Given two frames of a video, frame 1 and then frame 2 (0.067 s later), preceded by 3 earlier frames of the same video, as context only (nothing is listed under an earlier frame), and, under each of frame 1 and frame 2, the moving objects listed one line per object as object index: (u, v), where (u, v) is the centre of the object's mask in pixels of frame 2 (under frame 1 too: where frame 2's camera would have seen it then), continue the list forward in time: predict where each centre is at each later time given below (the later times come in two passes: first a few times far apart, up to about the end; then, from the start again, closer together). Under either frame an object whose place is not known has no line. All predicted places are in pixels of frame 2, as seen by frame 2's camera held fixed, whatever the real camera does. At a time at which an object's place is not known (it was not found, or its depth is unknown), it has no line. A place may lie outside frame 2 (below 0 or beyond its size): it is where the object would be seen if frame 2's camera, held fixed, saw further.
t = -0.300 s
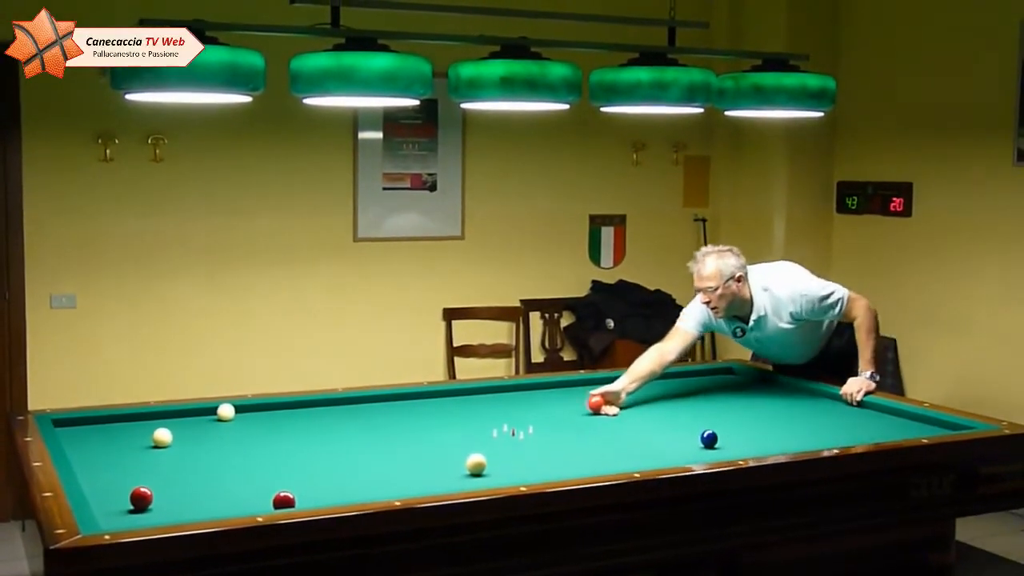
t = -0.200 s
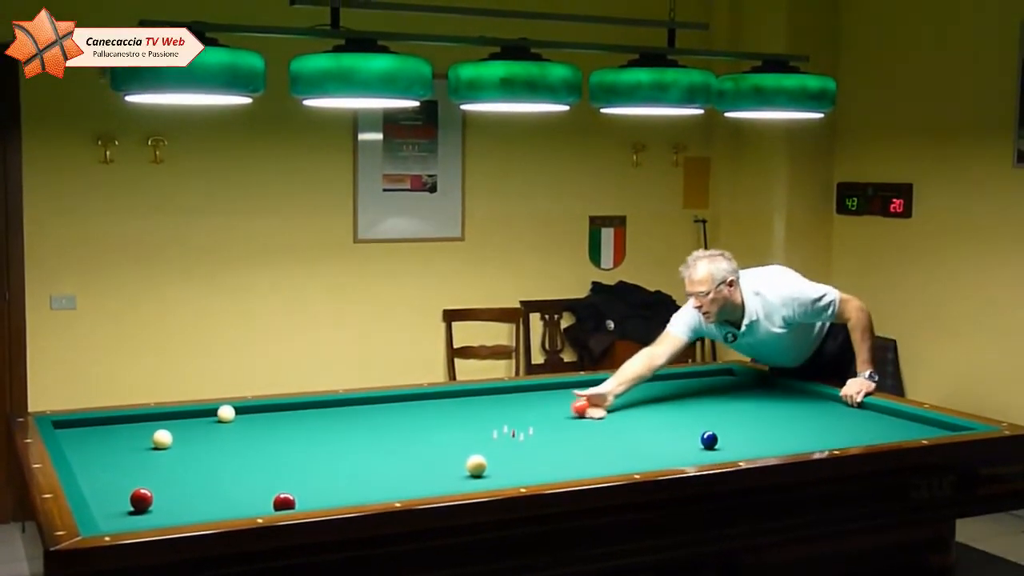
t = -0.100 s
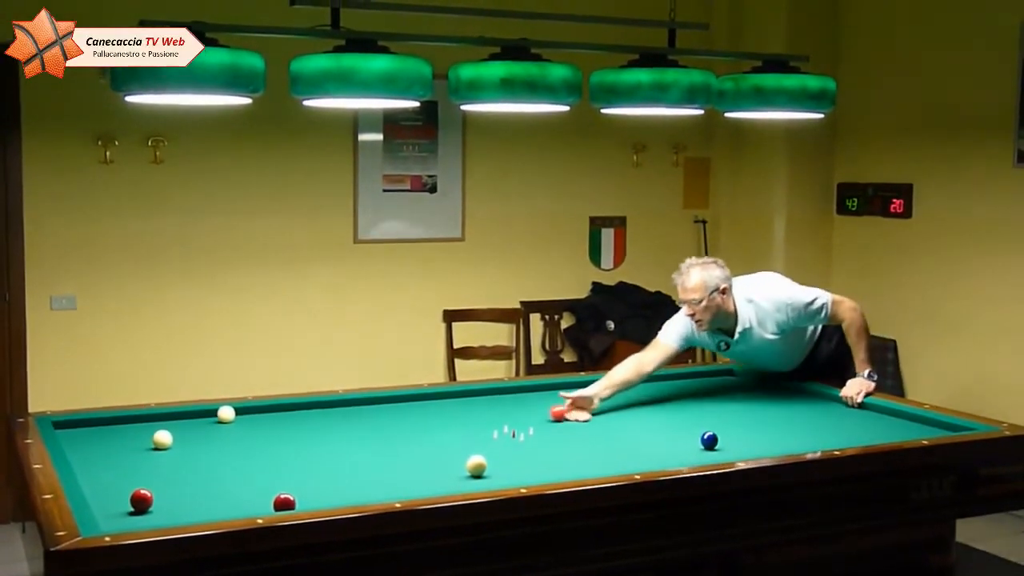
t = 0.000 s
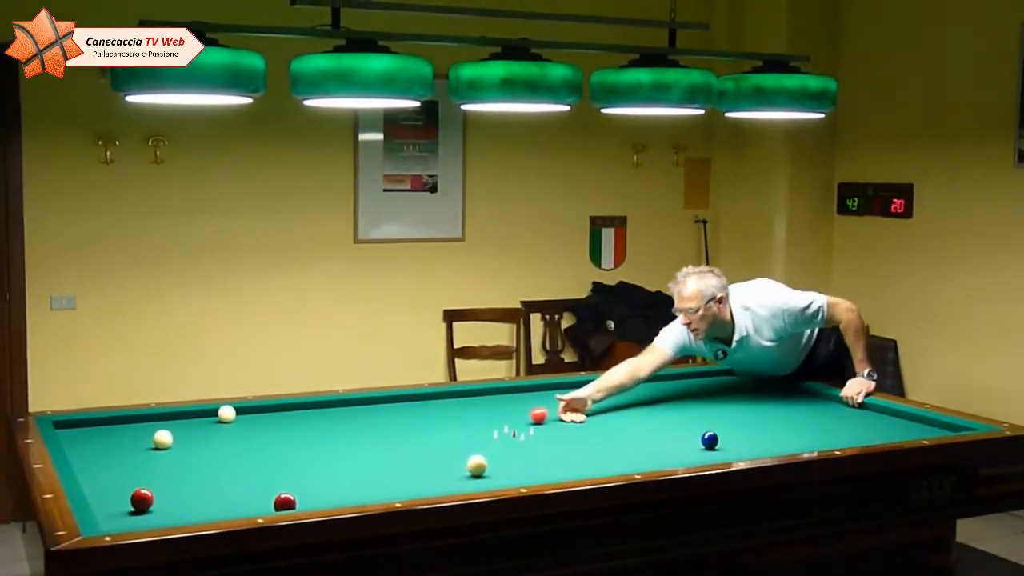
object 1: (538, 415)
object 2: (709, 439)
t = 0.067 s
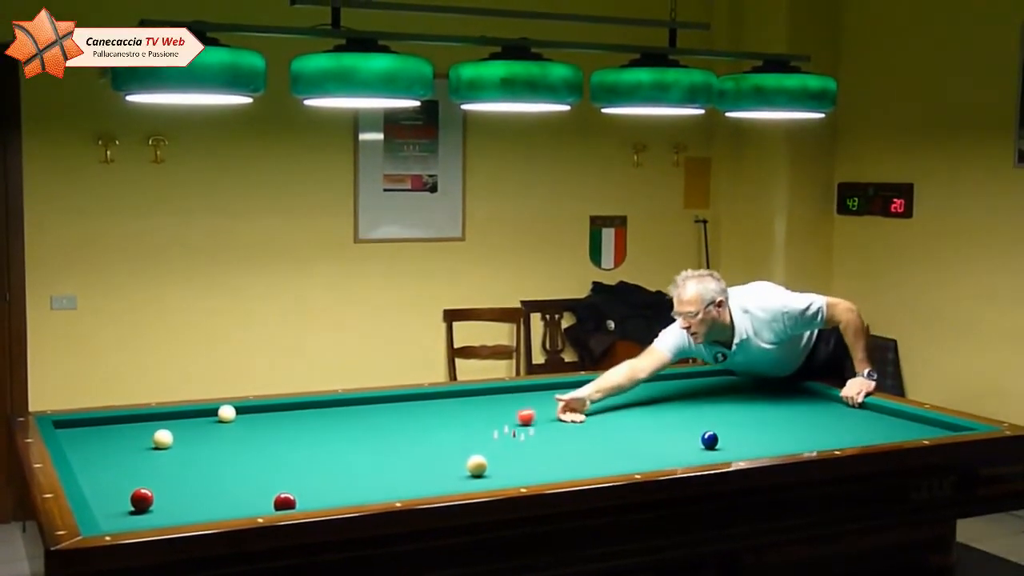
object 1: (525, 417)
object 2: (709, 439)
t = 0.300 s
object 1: (480, 423)
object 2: (710, 440)
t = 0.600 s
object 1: (419, 430)
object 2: (710, 439)
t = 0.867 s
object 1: (363, 438)
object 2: (710, 439)
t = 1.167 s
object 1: (297, 446)
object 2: (710, 439)
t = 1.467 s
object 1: (228, 455)
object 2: (710, 439)
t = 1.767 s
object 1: (155, 465)
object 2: (710, 439)
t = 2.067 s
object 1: (89, 473)
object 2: (710, 439)
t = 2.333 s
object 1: (134, 471)
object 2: (710, 439)
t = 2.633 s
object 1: (175, 469)
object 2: (710, 439)
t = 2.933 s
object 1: (214, 467)
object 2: (710, 439)
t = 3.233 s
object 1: (252, 464)
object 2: (709, 439)
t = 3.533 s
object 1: (287, 462)
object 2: (710, 439)
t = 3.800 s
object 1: (317, 461)
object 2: (710, 439)
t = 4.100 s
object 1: (349, 459)
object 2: (710, 439)
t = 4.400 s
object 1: (379, 457)
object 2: (710, 439)
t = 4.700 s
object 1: (408, 456)
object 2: (710, 439)
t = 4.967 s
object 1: (433, 454)
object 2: (710, 439)
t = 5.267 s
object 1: (459, 453)
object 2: (710, 439)
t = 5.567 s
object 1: (485, 450)
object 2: (709, 439)
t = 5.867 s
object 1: (507, 450)
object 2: (709, 440)
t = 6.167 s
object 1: (529, 450)
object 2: (709, 440)
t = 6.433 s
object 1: (548, 448)
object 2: (709, 440)
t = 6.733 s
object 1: (568, 447)
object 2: (709, 440)
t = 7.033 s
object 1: (587, 446)
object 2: (709, 440)
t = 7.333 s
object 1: (605, 445)
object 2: (709, 440)
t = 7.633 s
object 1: (621, 444)
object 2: (709, 440)
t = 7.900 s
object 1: (635, 443)
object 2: (709, 440)
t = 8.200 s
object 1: (650, 443)
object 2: (709, 440)
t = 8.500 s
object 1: (663, 442)
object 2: (709, 440)
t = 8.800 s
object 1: (676, 441)
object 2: (709, 440)
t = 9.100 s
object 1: (686, 440)
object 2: (709, 440)
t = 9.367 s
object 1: (692, 440)
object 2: (713, 440)
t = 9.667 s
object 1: (694, 439)
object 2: (719, 439)
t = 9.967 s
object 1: (695, 439)
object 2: (724, 439)
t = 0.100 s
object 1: (519, 418)
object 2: (710, 439)
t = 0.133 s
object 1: (513, 418)
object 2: (710, 439)
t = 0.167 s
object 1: (506, 419)
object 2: (710, 439)
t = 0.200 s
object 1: (499, 420)
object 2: (710, 439)
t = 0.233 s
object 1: (493, 421)
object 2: (710, 440)
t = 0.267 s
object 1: (486, 422)
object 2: (710, 440)
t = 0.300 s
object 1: (480, 423)
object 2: (710, 440)
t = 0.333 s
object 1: (473, 424)
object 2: (710, 439)
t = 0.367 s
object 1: (467, 424)
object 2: (710, 439)
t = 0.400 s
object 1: (460, 425)
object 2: (710, 440)
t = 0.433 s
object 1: (453, 426)
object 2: (710, 439)
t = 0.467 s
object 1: (447, 427)
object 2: (710, 439)
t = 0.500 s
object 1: (440, 427)
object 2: (709, 439)
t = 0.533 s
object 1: (433, 428)
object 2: (710, 439)
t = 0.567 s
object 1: (426, 429)
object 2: (710, 439)
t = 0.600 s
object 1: (419, 430)
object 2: (710, 439)
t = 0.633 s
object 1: (412, 431)
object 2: (709, 439)
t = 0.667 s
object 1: (405, 432)
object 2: (709, 439)
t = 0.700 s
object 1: (398, 433)
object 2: (710, 439)
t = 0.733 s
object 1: (391, 434)
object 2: (710, 439)
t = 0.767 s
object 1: (384, 435)
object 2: (710, 439)
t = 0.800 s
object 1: (377, 436)
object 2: (710, 439)
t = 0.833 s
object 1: (370, 437)
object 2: (710, 439)
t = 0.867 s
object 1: (363, 438)
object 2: (710, 439)
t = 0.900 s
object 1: (356, 439)
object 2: (710, 439)
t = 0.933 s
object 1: (348, 440)
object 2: (710, 439)
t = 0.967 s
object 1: (341, 440)
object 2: (710, 439)
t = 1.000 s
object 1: (334, 442)
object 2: (710, 439)
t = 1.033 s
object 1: (327, 442)
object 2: (710, 439)
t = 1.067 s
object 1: (319, 443)
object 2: (710, 439)
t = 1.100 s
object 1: (312, 445)
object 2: (710, 439)
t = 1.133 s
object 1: (304, 445)
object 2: (710, 439)
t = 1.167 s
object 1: (297, 446)
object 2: (710, 439)
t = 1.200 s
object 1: (289, 447)
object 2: (710, 439)
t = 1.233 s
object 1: (281, 448)
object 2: (710, 439)
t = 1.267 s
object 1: (274, 449)
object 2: (710, 439)
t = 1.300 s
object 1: (266, 450)
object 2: (710, 439)
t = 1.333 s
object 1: (259, 451)
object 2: (710, 439)
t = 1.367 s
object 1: (251, 452)
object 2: (710, 439)
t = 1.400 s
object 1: (243, 453)
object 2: (710, 439)
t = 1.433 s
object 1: (235, 454)
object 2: (710, 439)
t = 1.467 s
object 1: (228, 455)
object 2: (710, 439)
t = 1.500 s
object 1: (219, 457)
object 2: (710, 439)
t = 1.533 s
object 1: (212, 458)
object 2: (710, 439)
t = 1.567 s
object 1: (204, 459)
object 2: (710, 439)
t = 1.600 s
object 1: (195, 459)
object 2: (710, 439)
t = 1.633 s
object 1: (187, 460)
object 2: (710, 439)
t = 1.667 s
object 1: (179, 462)
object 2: (710, 439)
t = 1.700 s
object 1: (171, 462)
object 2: (710, 439)
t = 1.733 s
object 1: (163, 464)
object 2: (710, 439)
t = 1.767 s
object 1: (155, 465)
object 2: (710, 439)
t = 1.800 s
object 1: (146, 465)
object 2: (710, 439)
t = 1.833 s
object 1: (138, 467)
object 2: (710, 439)
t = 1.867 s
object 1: (129, 468)
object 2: (710, 439)
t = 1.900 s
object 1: (121, 469)
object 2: (710, 439)
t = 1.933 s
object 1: (112, 470)
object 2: (710, 439)
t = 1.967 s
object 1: (104, 471)
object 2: (710, 439)
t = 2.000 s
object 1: (94, 472)
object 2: (710, 439)
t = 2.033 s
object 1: (87, 473)
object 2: (710, 439)
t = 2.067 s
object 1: (89, 473)
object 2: (710, 439)
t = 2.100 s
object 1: (96, 473)
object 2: (710, 439)
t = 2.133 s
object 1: (103, 473)
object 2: (710, 439)
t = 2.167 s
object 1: (109, 472)
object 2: (710, 439)
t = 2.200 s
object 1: (115, 472)
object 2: (710, 439)
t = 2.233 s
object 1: (120, 472)
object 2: (710, 439)
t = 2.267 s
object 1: (125, 472)
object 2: (710, 439)
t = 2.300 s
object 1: (130, 471)
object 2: (710, 439)
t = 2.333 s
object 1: (134, 471)
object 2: (710, 439)
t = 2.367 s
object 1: (139, 471)
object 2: (710, 439)
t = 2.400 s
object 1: (144, 471)
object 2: (710, 439)
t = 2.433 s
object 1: (148, 471)
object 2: (710, 439)
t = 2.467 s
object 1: (153, 470)
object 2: (710, 439)
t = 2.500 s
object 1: (157, 470)
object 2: (710, 439)
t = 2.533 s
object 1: (161, 470)
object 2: (710, 439)
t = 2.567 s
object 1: (166, 469)
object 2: (710, 439)
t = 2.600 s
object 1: (171, 469)
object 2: (710, 439)
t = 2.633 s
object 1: (175, 469)
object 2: (710, 439)
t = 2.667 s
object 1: (179, 469)
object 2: (710, 439)
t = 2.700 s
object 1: (184, 468)
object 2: (710, 439)
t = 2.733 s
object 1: (188, 468)
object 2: (710, 439)
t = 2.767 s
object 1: (193, 468)
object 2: (710, 439)
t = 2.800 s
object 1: (197, 468)
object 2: (710, 439)
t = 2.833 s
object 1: (201, 467)
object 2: (710, 439)
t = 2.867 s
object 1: (206, 467)
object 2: (710, 439)
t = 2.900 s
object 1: (210, 467)
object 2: (710, 439)
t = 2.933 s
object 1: (214, 467)
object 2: (710, 439)
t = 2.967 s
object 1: (219, 466)
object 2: (710, 439)
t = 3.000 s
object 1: (223, 466)
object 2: (710, 439)
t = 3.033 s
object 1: (227, 466)
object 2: (710, 439)
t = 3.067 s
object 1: (231, 465)
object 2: (710, 439)
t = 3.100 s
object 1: (235, 465)
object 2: (710, 439)
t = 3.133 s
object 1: (239, 465)
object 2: (710, 439)
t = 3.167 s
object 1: (243, 465)
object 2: (710, 439)
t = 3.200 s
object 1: (247, 464)
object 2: (710, 439)
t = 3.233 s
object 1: (252, 464)
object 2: (709, 439)
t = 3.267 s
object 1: (256, 464)
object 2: (710, 439)
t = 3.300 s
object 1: (260, 464)
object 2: (710, 439)
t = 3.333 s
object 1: (263, 463)
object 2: (710, 439)
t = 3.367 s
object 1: (268, 463)
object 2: (710, 439)
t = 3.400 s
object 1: (271, 463)
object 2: (710, 439)
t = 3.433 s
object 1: (275, 462)
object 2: (710, 439)
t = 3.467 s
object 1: (279, 462)
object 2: (710, 439)
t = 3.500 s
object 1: (283, 462)
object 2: (710, 439)
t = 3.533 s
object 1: (287, 462)
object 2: (710, 439)
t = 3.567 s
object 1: (291, 462)
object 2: (710, 439)
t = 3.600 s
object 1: (295, 461)
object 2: (710, 439)
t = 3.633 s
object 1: (299, 461)
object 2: (710, 439)
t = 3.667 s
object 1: (302, 461)
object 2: (710, 439)
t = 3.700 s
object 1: (306, 461)
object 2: (710, 439)
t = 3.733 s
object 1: (309, 461)
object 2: (710, 439)
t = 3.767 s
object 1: (313, 461)
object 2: (710, 439)
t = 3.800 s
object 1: (317, 461)
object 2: (710, 439)
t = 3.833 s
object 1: (321, 460)
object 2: (710, 439)
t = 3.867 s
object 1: (324, 460)
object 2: (710, 439)
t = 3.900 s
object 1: (328, 460)
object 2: (710, 439)
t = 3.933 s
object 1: (331, 460)
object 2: (710, 439)
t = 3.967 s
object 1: (335, 460)
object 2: (710, 439)
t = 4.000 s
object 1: (338, 460)
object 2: (710, 439)
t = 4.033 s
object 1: (342, 459)
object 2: (710, 439)
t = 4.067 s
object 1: (345, 459)
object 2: (710, 439)
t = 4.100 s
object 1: (349, 459)
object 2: (710, 439)
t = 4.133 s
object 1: (352, 459)
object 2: (710, 439)
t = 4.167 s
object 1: (355, 458)
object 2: (710, 439)
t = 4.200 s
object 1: (359, 458)
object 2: (710, 439)
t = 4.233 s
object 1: (362, 458)
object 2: (710, 439)
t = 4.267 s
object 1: (366, 458)
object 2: (710, 439)
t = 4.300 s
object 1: (369, 458)
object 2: (710, 439)
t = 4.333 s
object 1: (372, 458)
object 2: (710, 439)
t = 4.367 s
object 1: (376, 457)
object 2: (710, 439)
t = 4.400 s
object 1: (379, 457)
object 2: (710, 439)
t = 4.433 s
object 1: (382, 457)
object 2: (710, 439)
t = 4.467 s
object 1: (385, 457)
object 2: (710, 439)
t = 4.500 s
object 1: (389, 457)
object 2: (710, 439)
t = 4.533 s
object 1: (392, 456)
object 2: (710, 439)
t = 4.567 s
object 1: (395, 456)
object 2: (710, 439)
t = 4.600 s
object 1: (398, 456)
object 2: (710, 439)
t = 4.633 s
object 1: (401, 456)
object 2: (710, 439)
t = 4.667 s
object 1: (405, 456)
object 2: (710, 439)
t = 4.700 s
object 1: (408, 456)
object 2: (710, 439)
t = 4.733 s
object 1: (411, 455)
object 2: (710, 439)
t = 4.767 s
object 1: (414, 455)
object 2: (710, 439)
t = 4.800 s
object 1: (418, 455)
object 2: (710, 439)
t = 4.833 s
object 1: (421, 455)
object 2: (710, 439)
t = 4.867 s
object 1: (424, 455)
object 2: (710, 439)
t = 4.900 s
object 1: (426, 455)
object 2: (710, 439)
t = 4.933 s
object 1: (430, 454)
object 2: (710, 439)
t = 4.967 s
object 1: (433, 454)
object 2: (710, 439)
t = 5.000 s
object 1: (435, 454)
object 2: (710, 439)
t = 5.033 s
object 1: (439, 454)
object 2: (710, 439)
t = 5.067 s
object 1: (441, 454)
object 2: (710, 439)
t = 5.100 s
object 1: (445, 454)
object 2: (710, 439)
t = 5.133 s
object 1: (447, 454)
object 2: (710, 439)
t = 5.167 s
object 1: (450, 454)
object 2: (709, 440)
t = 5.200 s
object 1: (453, 453)
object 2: (710, 439)
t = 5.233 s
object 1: (456, 453)
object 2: (709, 439)
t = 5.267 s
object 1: (459, 453)
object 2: (710, 439)
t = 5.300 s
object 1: (461, 452)
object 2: (710, 440)
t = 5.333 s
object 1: (464, 452)
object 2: (709, 439)
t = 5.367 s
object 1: (467, 451)
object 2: (709, 439)
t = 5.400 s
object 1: (469, 450)
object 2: (709, 439)
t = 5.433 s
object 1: (472, 449)
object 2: (709, 439)
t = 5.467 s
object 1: (476, 449)
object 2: (709, 439)
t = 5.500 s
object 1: (479, 449)
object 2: (709, 440)
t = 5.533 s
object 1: (482, 449)
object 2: (709, 439)
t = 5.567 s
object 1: (485, 450)
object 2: (709, 439)
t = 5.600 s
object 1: (487, 450)
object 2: (709, 439)
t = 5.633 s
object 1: (490, 451)
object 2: (709, 439)
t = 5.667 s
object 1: (492, 451)
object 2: (709, 439)
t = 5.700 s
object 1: (494, 451)
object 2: (709, 440)
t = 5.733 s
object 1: (497, 451)
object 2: (709, 439)
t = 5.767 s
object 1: (499, 451)
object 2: (709, 440)
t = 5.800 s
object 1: (502, 451)
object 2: (709, 440)
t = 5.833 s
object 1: (504, 451)
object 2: (709, 440)
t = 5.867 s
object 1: (507, 450)
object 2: (709, 440)
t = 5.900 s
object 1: (510, 451)
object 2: (709, 440)
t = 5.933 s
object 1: (512, 451)
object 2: (709, 440)
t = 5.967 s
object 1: (515, 450)
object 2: (709, 440)
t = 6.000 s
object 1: (517, 450)
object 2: (709, 440)
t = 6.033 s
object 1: (520, 450)
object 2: (709, 440)
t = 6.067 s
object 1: (522, 450)
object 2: (709, 440)
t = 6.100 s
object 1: (525, 450)
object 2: (709, 440)
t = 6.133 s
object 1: (527, 450)
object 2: (709, 440)
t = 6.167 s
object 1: (529, 450)
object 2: (709, 440)
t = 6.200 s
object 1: (532, 450)
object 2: (709, 440)
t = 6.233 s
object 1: (534, 449)
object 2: (709, 440)
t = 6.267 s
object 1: (537, 449)
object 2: (709, 440)
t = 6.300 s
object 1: (539, 449)
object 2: (709, 440)
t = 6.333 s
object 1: (541, 449)
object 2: (709, 440)
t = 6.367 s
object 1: (543, 449)
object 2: (709, 440)
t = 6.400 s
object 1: (546, 449)
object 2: (709, 440)
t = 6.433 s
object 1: (548, 448)
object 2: (709, 440)
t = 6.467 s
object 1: (550, 448)
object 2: (709, 440)
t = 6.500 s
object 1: (553, 448)
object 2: (709, 440)
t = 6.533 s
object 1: (555, 448)
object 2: (709, 440)
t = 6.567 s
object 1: (557, 448)
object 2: (709, 440)
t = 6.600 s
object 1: (560, 448)
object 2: (709, 440)
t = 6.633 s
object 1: (562, 448)
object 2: (709, 440)
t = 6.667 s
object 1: (564, 448)
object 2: (709, 440)
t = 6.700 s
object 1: (566, 447)
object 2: (709, 440)
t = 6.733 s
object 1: (568, 447)
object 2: (709, 440)
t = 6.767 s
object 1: (570, 447)
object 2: (709, 440)
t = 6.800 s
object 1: (573, 447)
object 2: (709, 440)
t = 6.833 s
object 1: (575, 447)
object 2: (709, 440)
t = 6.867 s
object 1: (577, 447)
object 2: (709, 440)
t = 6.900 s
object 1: (579, 447)
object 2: (709, 440)
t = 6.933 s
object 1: (581, 447)
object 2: (709, 440)
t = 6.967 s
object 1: (583, 446)
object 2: (709, 440)
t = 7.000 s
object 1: (585, 446)
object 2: (709, 440)
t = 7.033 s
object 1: (587, 446)
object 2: (709, 440)
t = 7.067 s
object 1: (589, 446)
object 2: (709, 440)
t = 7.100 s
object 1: (591, 446)
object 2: (709, 440)
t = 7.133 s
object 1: (593, 446)
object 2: (709, 440)
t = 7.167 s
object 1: (595, 446)
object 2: (709, 440)
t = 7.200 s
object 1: (597, 446)
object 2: (709, 440)
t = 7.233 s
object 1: (599, 446)
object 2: (709, 440)
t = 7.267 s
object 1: (601, 445)
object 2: (709, 440)
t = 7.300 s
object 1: (603, 445)
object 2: (709, 440)
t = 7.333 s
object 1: (605, 445)
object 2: (709, 440)
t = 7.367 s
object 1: (607, 445)
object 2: (709, 440)
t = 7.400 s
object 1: (608, 445)
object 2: (709, 440)
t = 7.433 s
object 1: (610, 445)
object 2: (709, 440)
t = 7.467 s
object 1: (612, 445)
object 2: (709, 440)
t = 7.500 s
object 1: (614, 445)
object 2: (709, 440)
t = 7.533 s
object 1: (616, 445)
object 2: (709, 440)
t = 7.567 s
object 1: (618, 444)
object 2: (709, 440)
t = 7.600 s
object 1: (619, 444)
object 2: (709, 440)
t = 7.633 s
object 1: (621, 444)
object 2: (709, 440)
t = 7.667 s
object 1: (623, 444)
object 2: (709, 440)
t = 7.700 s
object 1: (625, 444)
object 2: (709, 440)
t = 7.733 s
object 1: (627, 444)
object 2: (709, 440)
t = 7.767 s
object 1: (628, 444)
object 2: (709, 440)
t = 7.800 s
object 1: (630, 444)
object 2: (709, 440)
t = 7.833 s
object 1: (632, 444)
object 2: (709, 440)
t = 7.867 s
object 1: (634, 443)
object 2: (709, 440)
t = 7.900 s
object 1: (635, 443)
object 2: (709, 440)
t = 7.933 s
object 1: (637, 443)
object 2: (709, 440)
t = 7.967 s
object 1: (639, 443)
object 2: (709, 440)
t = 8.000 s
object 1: (640, 443)
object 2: (709, 440)
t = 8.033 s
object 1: (642, 443)
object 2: (709, 440)
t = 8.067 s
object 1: (644, 443)
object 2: (709, 440)
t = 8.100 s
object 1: (645, 443)
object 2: (709, 440)
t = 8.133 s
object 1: (647, 443)
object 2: (709, 440)
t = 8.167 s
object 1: (648, 443)
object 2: (709, 440)
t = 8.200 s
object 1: (650, 443)
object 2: (709, 440)
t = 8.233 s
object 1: (652, 442)
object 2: (709, 440)
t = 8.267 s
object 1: (653, 442)
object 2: (709, 440)
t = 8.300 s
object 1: (654, 442)
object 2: (709, 440)
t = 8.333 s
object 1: (656, 442)
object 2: (709, 440)
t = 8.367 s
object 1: (657, 442)
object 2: (709, 440)
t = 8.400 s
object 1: (659, 442)
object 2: (709, 440)
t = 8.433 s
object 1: (660, 442)
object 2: (709, 440)
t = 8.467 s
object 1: (662, 442)
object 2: (709, 440)
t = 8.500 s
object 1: (663, 442)
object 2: (709, 440)
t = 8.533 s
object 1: (665, 442)
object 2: (709, 440)
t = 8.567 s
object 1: (666, 442)
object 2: (709, 440)
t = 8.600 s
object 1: (667, 441)
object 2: (709, 440)
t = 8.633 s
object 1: (669, 441)
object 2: (709, 440)
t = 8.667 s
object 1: (670, 441)
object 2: (709, 439)
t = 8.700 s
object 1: (671, 441)
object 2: (709, 440)
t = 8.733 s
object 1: (673, 441)
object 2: (709, 440)
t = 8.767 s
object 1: (674, 441)
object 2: (709, 440)
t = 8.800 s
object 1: (676, 441)
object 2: (709, 440)
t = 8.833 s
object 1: (677, 441)
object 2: (709, 440)
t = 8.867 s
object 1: (678, 441)
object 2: (709, 440)
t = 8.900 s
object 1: (679, 441)
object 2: (709, 440)
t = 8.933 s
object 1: (680, 441)
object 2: (709, 440)
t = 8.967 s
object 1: (682, 440)
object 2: (709, 440)
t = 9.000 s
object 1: (683, 440)
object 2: (709, 440)
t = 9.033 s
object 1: (684, 440)
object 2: (709, 440)
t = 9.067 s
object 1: (685, 440)
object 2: (709, 440)
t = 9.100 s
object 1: (686, 440)
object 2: (709, 440)
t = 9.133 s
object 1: (688, 440)
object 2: (709, 440)
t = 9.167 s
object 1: (689, 440)
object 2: (709, 440)
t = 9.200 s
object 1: (690, 440)
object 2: (709, 440)
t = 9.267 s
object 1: (691, 440)
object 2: (710, 440)
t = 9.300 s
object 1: (692, 440)
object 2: (711, 440)
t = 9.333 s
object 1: (692, 440)
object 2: (712, 440)
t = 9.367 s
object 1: (692, 440)
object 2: (713, 440)
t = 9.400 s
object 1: (692, 439)
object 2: (713, 440)
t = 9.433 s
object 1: (692, 440)
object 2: (714, 440)
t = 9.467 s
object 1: (693, 439)
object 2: (715, 439)
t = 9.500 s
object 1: (693, 439)
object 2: (715, 440)
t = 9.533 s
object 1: (693, 439)
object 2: (716, 440)
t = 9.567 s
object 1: (693, 439)
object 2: (717, 439)
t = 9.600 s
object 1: (693, 439)
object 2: (717, 439)
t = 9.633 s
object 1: (694, 439)
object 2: (718, 439)
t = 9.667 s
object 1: (694, 439)
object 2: (719, 439)
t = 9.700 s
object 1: (694, 439)
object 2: (719, 439)
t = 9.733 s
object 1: (694, 439)
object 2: (720, 439)
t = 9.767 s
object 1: (694, 439)
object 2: (721, 439)
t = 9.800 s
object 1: (695, 439)
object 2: (721, 439)
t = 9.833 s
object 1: (695, 439)
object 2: (722, 439)
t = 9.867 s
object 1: (695, 439)
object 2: (722, 439)
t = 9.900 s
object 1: (695, 439)
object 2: (723, 439)
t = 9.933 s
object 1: (695, 439)
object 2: (723, 439)
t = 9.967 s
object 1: (695, 439)
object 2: (724, 439)
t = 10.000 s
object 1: (695, 439)
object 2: (724, 439)
